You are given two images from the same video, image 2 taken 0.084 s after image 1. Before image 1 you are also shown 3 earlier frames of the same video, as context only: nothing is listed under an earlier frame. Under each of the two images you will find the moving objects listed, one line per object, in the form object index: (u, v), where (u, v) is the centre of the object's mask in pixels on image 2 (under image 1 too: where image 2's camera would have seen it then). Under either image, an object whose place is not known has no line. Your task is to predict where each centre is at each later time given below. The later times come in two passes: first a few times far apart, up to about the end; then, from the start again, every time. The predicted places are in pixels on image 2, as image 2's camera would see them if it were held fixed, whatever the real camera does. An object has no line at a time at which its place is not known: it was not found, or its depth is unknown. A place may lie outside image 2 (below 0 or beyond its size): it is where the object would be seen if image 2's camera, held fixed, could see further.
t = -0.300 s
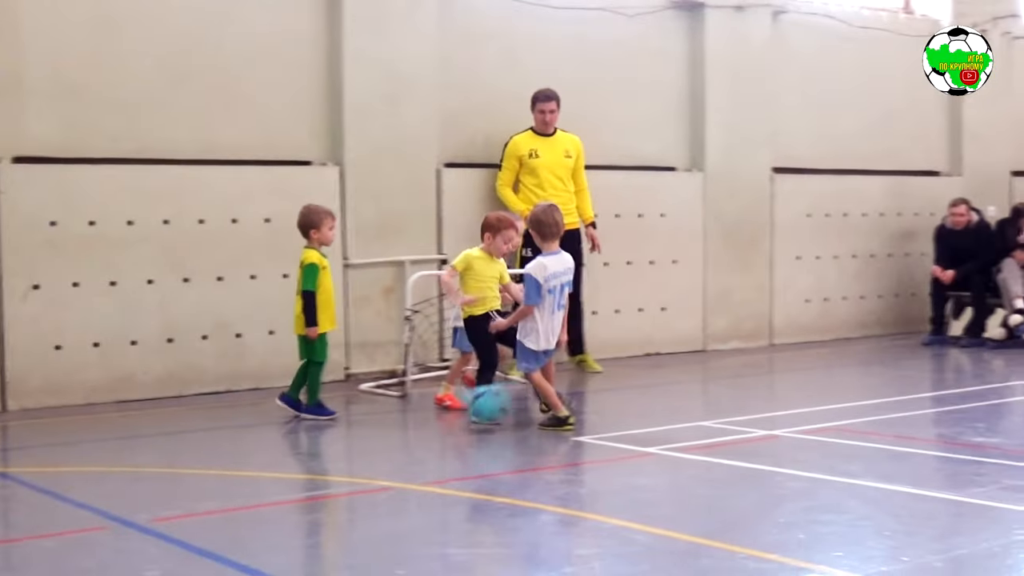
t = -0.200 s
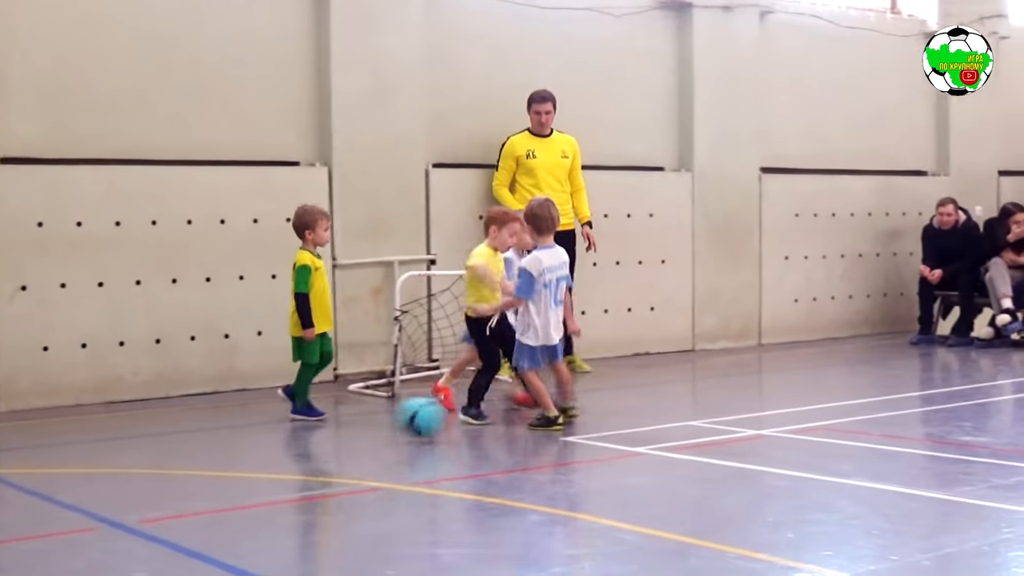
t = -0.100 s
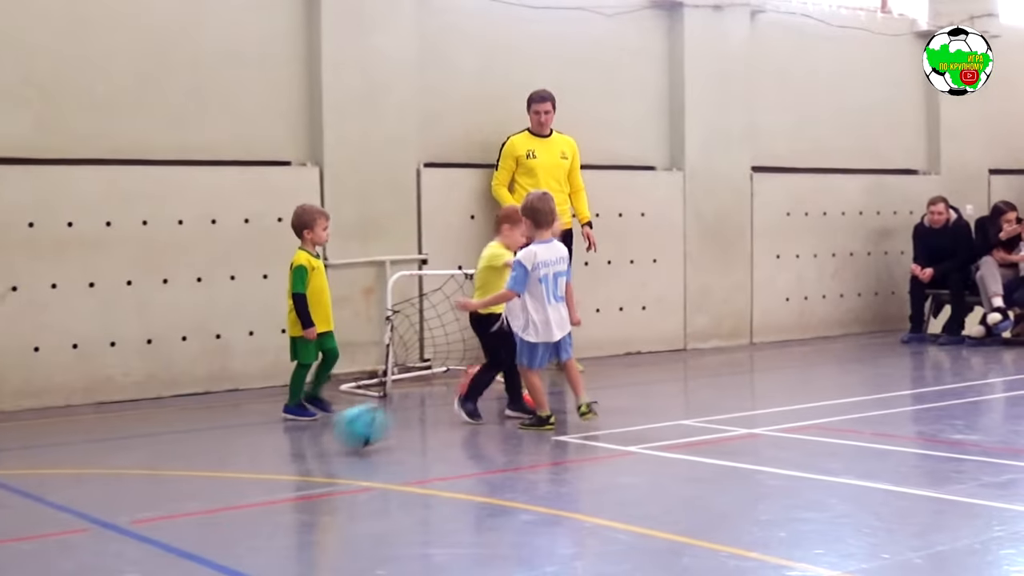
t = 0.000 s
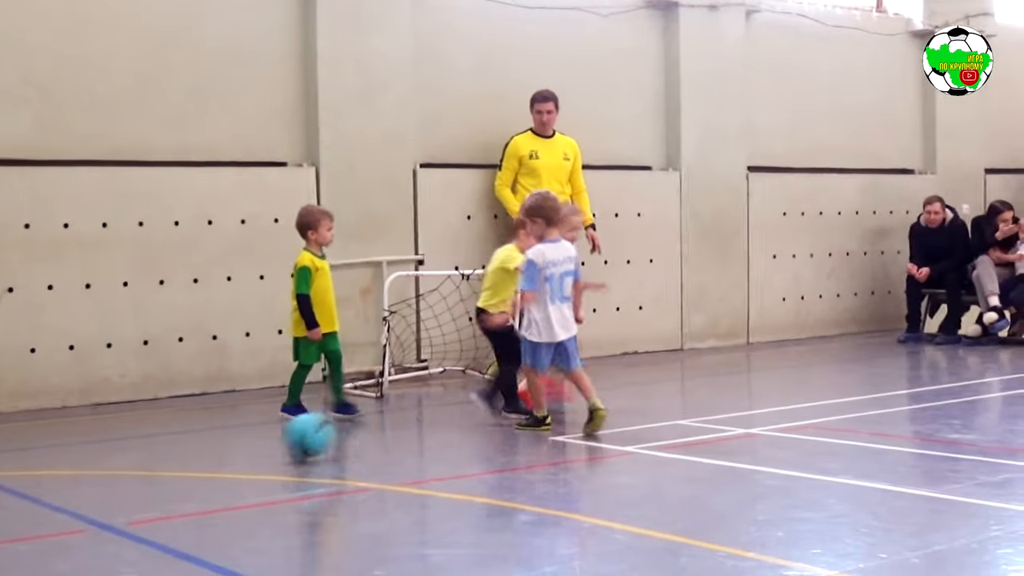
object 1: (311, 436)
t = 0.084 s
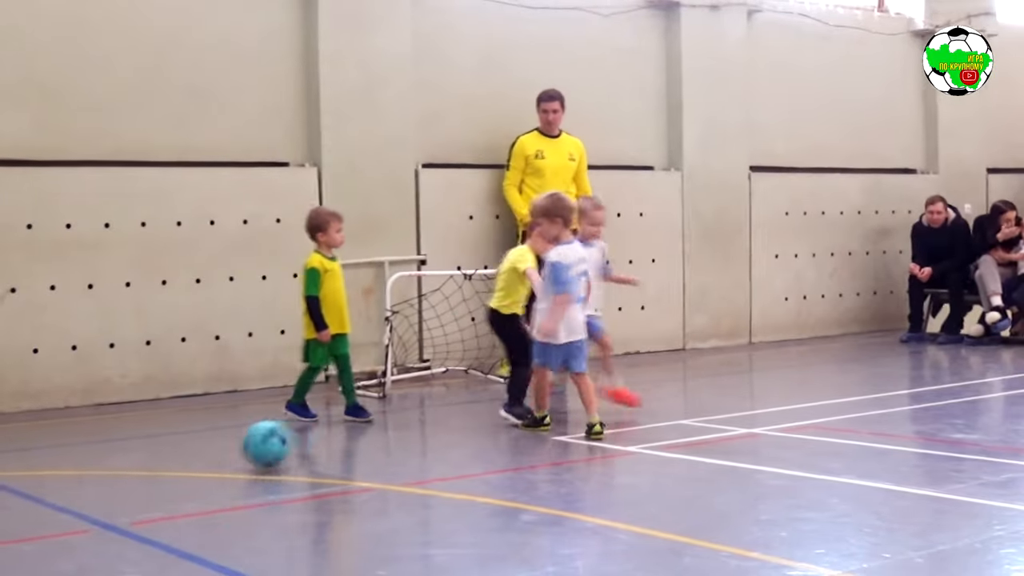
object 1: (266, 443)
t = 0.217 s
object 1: (199, 457)
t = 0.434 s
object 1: (64, 479)
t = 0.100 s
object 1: (260, 444)
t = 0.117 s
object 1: (253, 445)
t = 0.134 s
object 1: (242, 449)
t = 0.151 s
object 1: (234, 452)
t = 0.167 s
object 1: (226, 453)
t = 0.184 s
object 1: (215, 454)
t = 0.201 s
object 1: (208, 455)
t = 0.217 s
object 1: (199, 457)
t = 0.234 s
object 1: (189, 460)
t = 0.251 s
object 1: (178, 461)
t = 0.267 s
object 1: (167, 462)
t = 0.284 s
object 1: (156, 464)
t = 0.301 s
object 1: (148, 466)
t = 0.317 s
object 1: (139, 468)
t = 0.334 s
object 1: (130, 470)
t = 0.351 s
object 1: (118, 471)
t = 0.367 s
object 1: (106, 473)
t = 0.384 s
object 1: (96, 476)
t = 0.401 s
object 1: (85, 478)
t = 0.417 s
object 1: (74, 479)
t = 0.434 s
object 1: (64, 479)
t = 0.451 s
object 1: (52, 482)
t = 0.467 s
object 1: (40, 483)
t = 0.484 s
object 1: (29, 487)
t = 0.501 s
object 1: (20, 490)
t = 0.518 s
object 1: (8, 492)
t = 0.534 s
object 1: (-6, 494)
